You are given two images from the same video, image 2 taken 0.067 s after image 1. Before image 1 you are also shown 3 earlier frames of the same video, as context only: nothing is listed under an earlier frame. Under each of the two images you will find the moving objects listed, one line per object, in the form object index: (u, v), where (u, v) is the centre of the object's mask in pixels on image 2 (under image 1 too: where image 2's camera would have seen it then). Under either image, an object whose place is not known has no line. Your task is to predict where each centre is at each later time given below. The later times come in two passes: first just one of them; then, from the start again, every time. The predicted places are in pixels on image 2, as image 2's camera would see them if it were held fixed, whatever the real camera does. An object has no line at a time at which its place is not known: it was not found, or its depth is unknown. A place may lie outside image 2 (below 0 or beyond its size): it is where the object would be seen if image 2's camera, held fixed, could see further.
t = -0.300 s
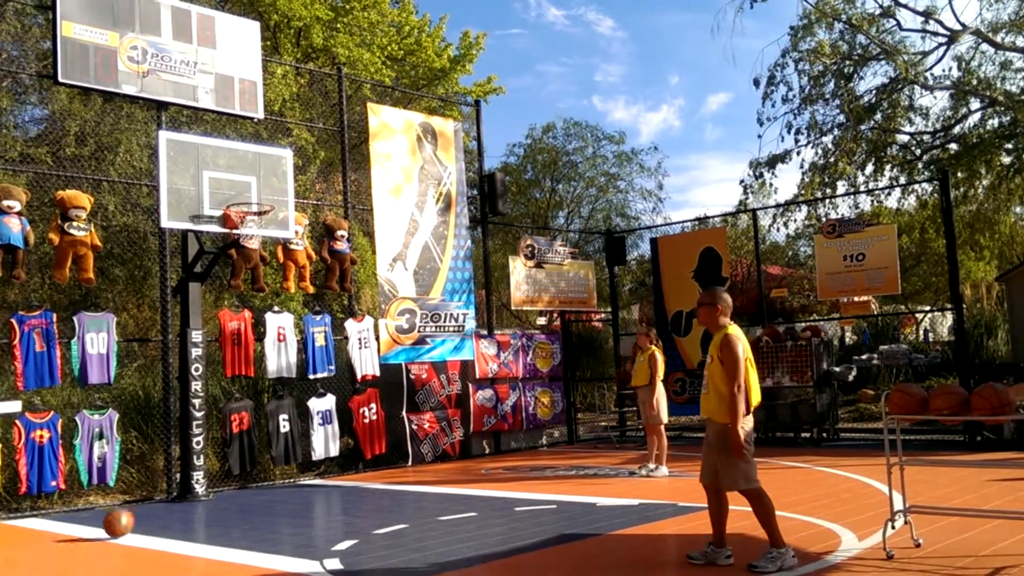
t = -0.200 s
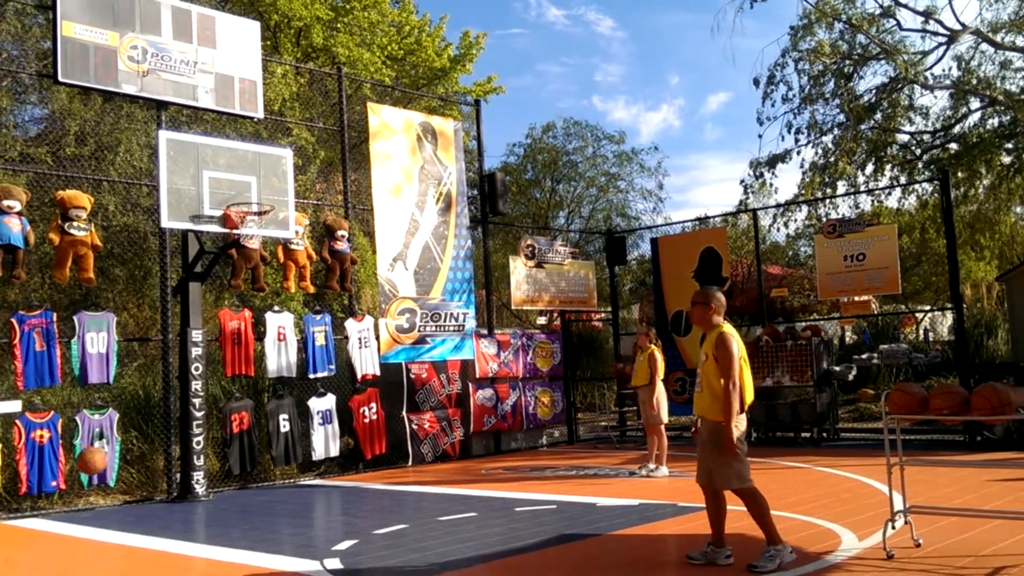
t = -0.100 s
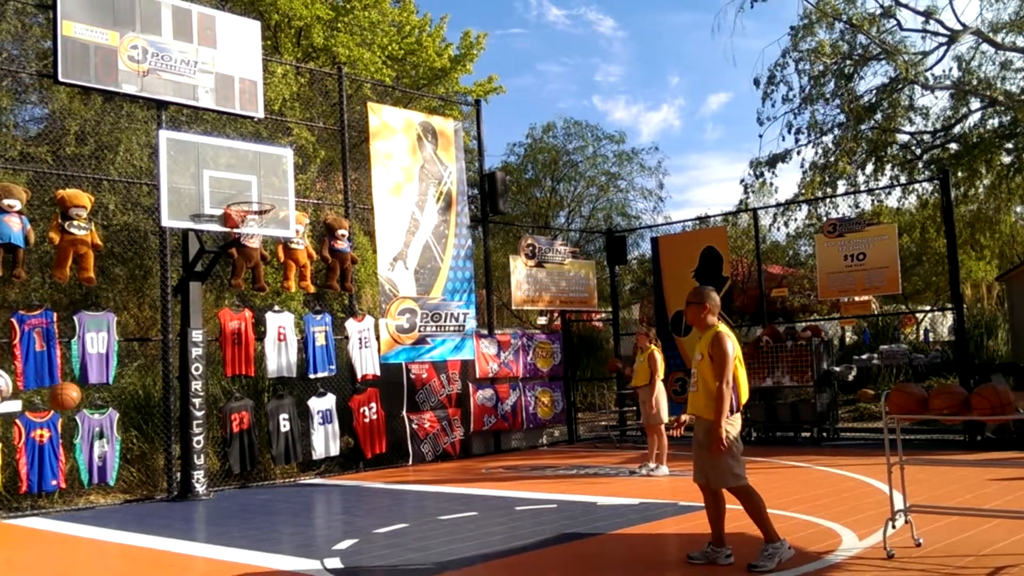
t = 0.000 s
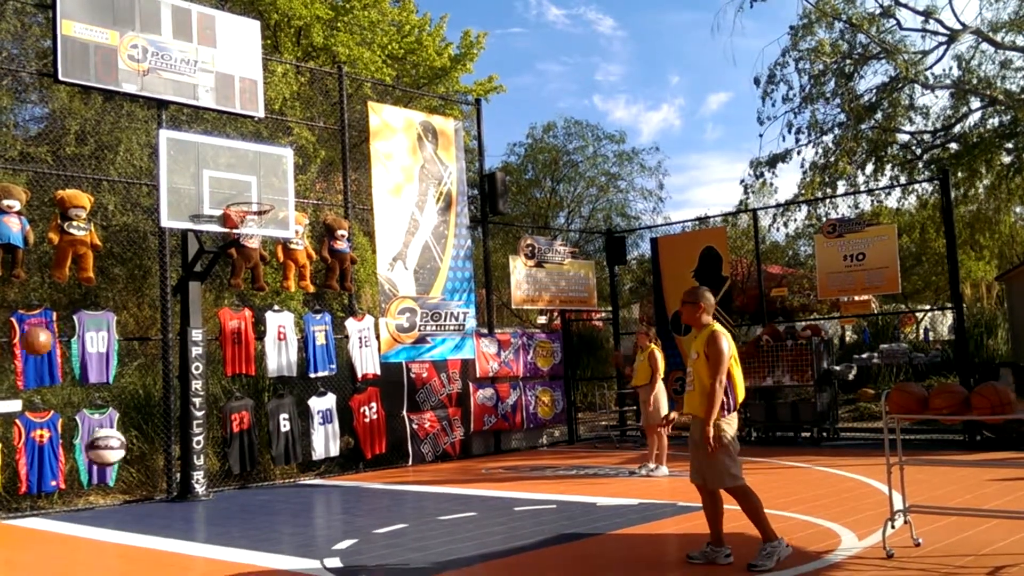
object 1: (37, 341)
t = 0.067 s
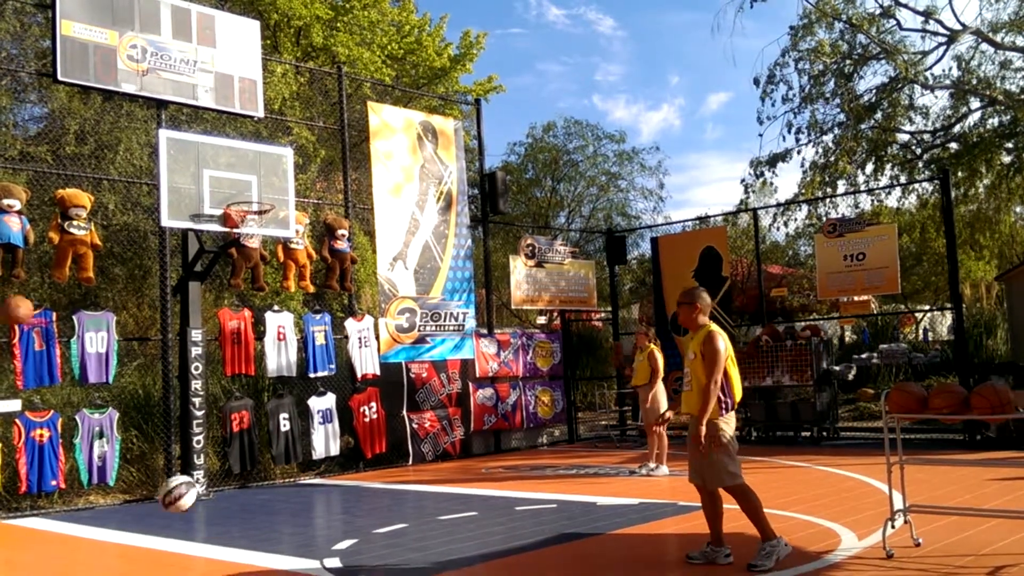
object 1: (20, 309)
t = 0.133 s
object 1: (7, 285)
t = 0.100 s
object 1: (11, 297)
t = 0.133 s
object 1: (7, 285)
